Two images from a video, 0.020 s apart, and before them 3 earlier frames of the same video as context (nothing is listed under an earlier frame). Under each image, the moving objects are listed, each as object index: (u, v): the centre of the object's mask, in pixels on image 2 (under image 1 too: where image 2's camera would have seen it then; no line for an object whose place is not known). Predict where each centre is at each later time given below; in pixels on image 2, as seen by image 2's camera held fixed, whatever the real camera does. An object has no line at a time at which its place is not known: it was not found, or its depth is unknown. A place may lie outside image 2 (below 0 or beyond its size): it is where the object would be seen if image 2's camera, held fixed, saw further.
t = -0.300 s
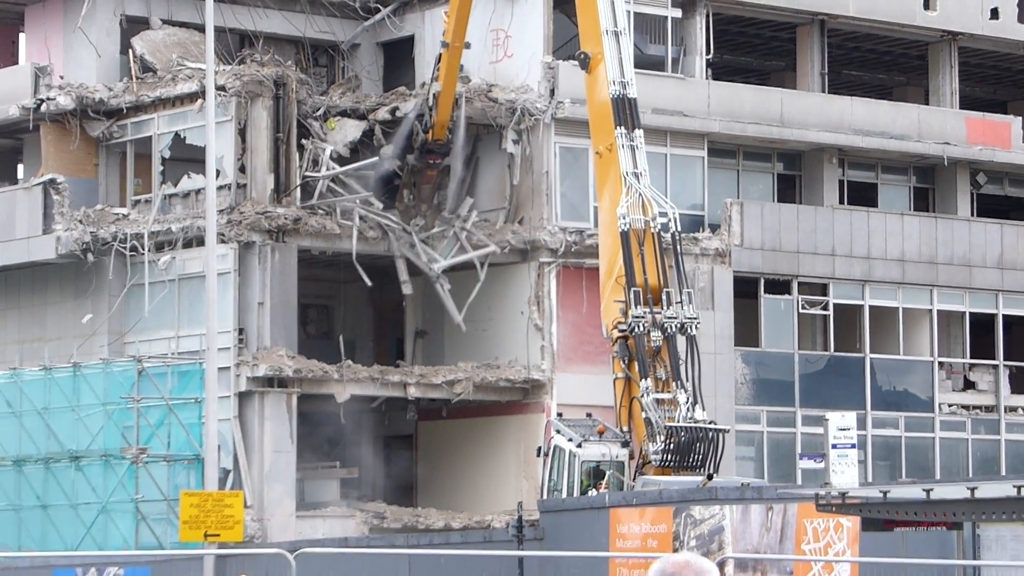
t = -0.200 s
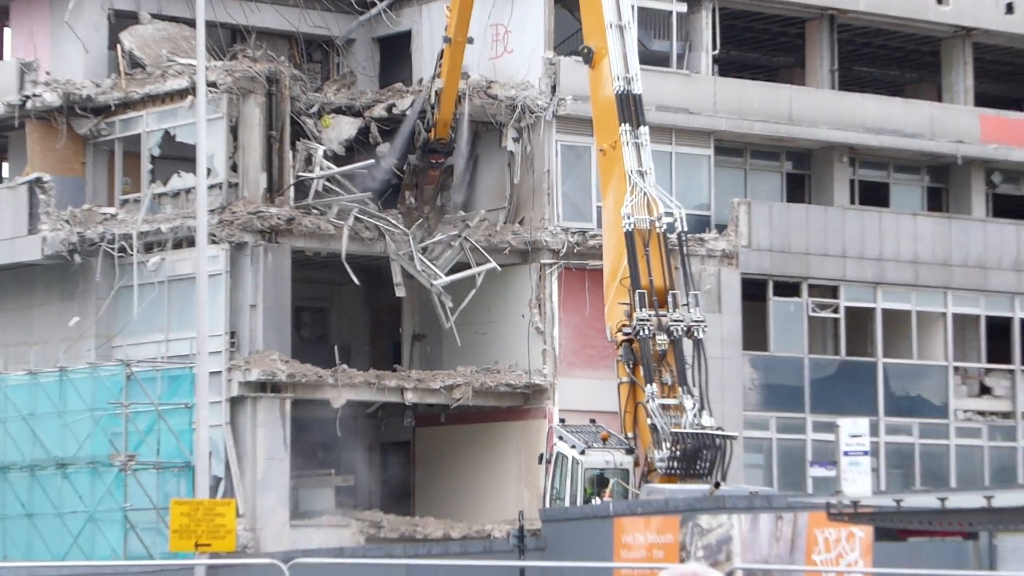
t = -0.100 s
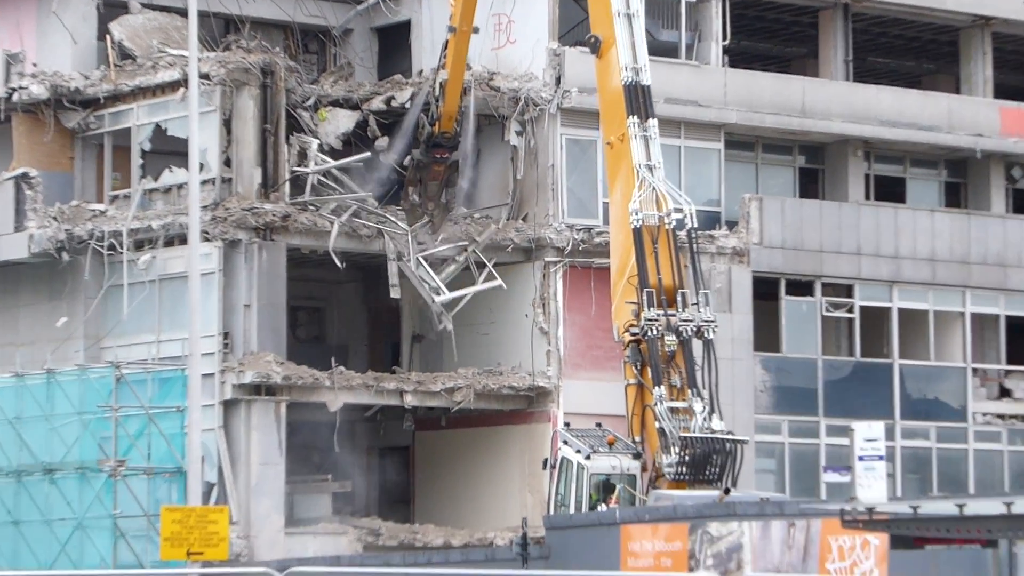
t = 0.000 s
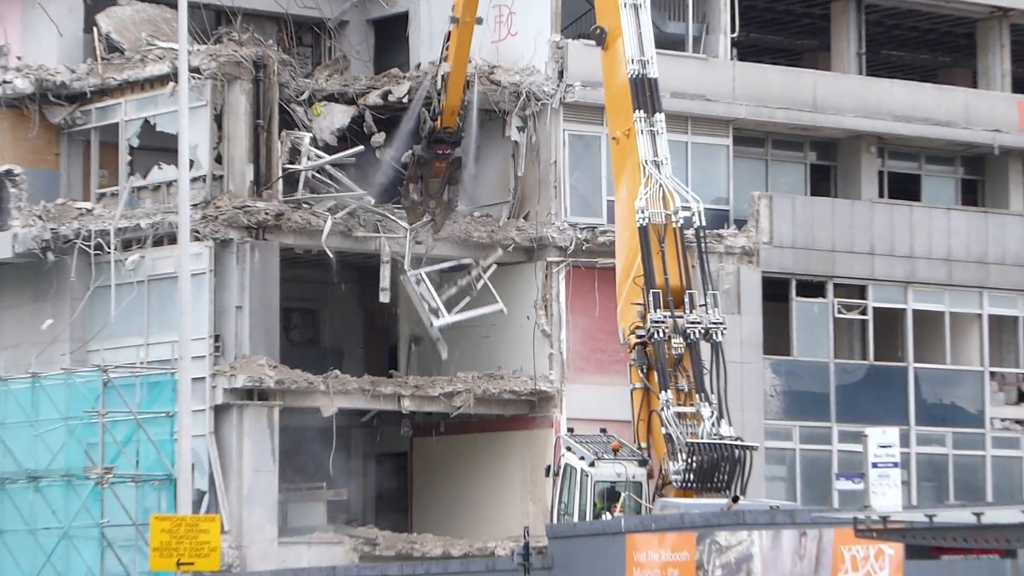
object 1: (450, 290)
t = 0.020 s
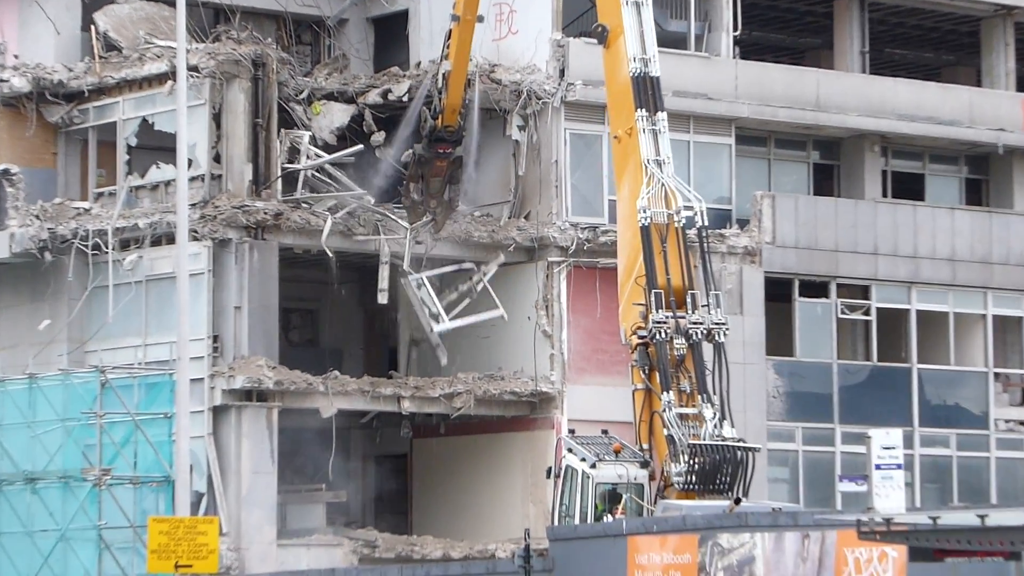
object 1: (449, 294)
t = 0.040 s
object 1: (450, 298)
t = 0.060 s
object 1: (450, 302)
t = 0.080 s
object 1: (455, 313)
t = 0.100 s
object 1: (456, 318)
